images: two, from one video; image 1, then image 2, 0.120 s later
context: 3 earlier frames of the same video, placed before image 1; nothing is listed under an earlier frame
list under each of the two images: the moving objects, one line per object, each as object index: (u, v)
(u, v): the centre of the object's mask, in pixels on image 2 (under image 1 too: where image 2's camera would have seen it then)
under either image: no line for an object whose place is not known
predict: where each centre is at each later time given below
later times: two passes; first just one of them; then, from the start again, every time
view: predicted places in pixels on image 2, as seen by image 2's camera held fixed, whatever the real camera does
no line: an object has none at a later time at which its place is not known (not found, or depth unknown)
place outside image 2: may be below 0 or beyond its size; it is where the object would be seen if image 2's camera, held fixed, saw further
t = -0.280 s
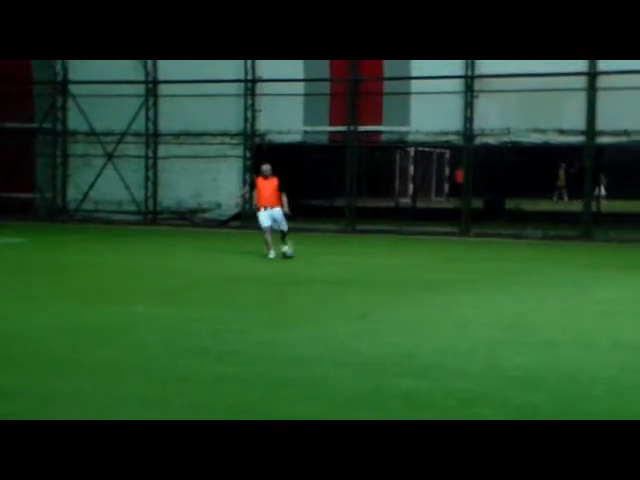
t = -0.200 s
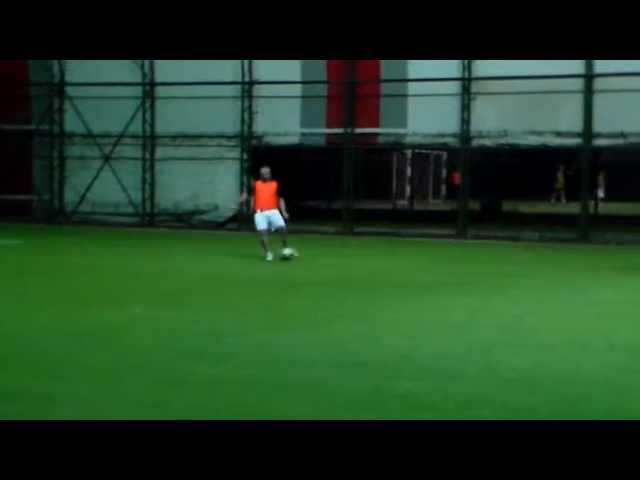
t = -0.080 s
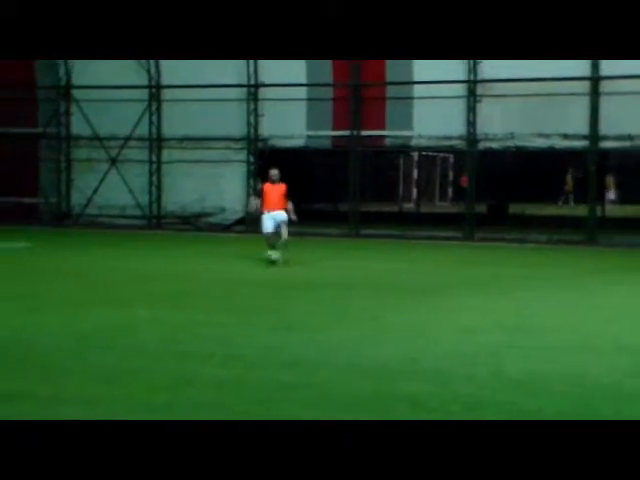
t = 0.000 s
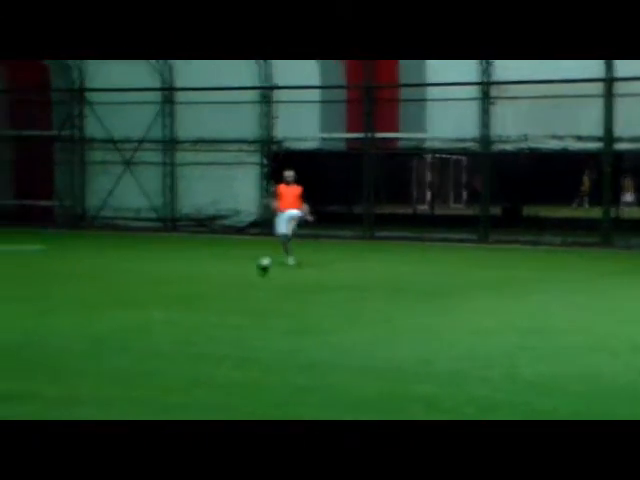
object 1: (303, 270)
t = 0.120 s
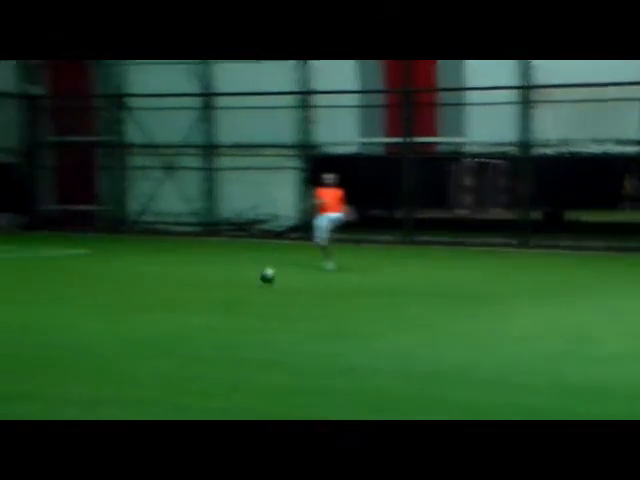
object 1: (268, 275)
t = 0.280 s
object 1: (214, 289)
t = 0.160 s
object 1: (255, 277)
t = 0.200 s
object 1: (241, 280)
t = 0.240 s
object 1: (227, 285)
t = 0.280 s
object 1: (214, 289)
